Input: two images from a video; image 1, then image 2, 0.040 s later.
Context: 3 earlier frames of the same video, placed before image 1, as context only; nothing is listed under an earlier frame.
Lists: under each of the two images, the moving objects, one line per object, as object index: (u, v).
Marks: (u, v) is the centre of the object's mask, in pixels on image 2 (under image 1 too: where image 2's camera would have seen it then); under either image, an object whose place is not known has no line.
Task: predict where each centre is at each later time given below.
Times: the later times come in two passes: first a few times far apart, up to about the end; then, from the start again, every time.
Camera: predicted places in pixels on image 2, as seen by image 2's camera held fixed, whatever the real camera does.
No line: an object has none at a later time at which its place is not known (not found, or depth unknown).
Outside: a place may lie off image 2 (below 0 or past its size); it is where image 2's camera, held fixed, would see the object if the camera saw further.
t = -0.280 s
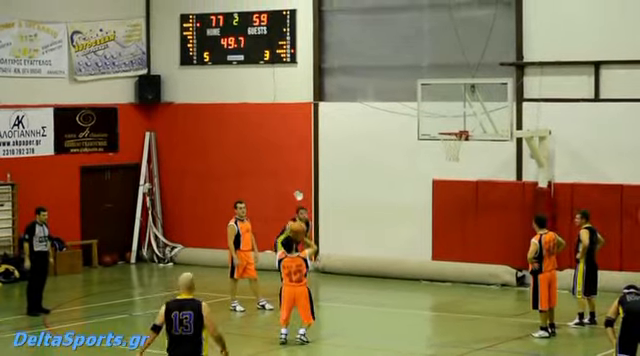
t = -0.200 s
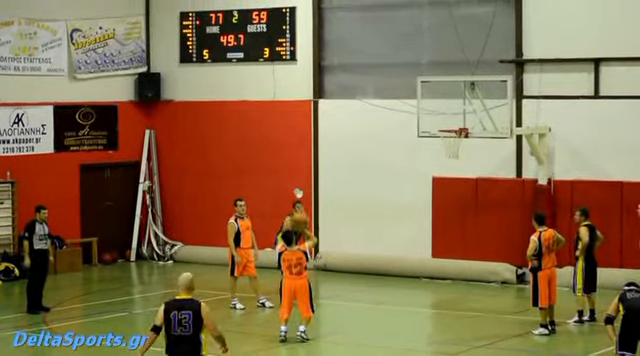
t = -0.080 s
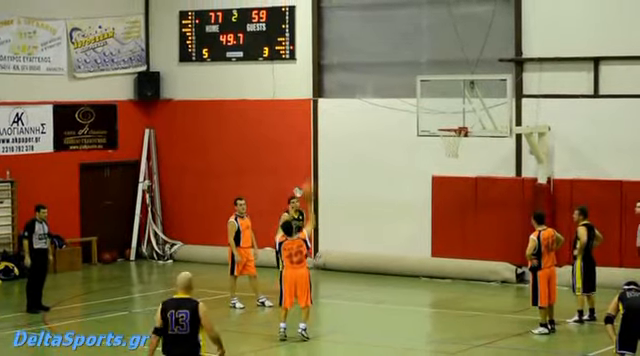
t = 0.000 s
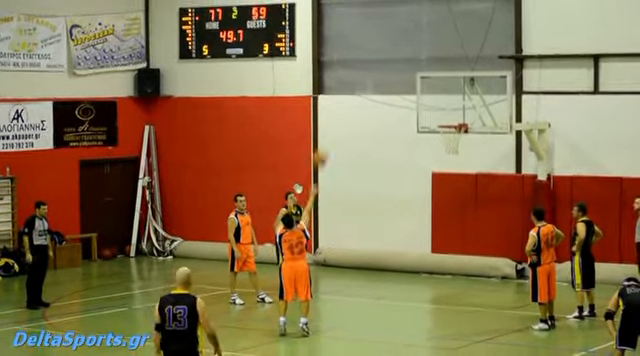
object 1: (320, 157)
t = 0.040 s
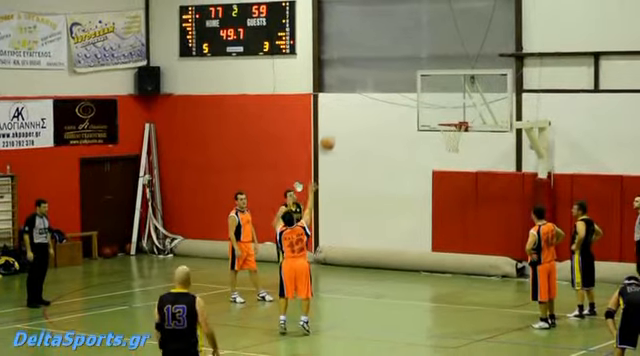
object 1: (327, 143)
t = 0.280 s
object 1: (363, 91)
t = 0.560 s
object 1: (402, 75)
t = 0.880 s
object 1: (444, 114)
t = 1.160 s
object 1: (449, 107)
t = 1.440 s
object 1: (456, 113)
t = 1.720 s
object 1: (464, 127)
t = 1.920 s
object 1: (470, 166)
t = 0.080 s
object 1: (333, 133)
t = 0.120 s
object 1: (339, 121)
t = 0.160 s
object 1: (345, 112)
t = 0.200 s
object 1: (351, 104)
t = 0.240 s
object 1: (357, 96)
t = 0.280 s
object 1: (363, 91)
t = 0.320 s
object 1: (369, 86)
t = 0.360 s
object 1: (374, 81)
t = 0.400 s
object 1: (379, 78)
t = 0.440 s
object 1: (386, 75)
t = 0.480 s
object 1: (393, 74)
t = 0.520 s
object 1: (397, 74)
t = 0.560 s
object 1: (402, 75)
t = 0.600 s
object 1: (408, 76)
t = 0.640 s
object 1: (413, 79)
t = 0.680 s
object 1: (418, 83)
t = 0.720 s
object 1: (424, 87)
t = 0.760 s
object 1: (429, 93)
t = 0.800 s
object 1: (433, 99)
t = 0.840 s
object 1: (438, 106)
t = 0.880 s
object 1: (444, 114)
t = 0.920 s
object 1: (446, 115)
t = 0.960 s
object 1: (446, 112)
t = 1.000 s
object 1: (447, 109)
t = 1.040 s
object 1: (447, 108)
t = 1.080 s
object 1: (448, 107)
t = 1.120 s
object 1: (449, 107)
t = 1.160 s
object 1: (449, 107)
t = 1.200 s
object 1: (450, 109)
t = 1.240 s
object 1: (451, 112)
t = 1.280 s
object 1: (452, 115)
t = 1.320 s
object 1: (452, 117)
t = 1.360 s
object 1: (454, 117)
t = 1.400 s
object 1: (455, 114)
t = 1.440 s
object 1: (456, 113)
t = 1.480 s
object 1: (457, 113)
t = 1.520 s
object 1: (458, 113)
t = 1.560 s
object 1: (459, 114)
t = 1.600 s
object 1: (461, 116)
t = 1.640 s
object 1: (462, 118)
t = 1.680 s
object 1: (463, 123)
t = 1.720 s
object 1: (464, 127)
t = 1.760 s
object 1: (466, 133)
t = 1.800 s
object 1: (467, 141)
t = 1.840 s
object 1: (468, 148)
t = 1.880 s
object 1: (469, 157)
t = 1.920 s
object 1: (470, 166)
